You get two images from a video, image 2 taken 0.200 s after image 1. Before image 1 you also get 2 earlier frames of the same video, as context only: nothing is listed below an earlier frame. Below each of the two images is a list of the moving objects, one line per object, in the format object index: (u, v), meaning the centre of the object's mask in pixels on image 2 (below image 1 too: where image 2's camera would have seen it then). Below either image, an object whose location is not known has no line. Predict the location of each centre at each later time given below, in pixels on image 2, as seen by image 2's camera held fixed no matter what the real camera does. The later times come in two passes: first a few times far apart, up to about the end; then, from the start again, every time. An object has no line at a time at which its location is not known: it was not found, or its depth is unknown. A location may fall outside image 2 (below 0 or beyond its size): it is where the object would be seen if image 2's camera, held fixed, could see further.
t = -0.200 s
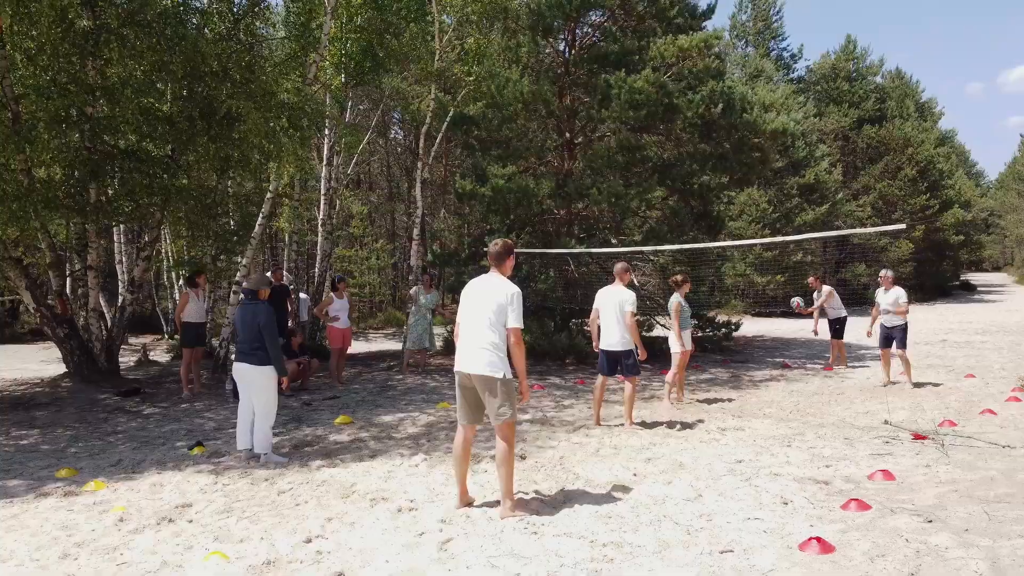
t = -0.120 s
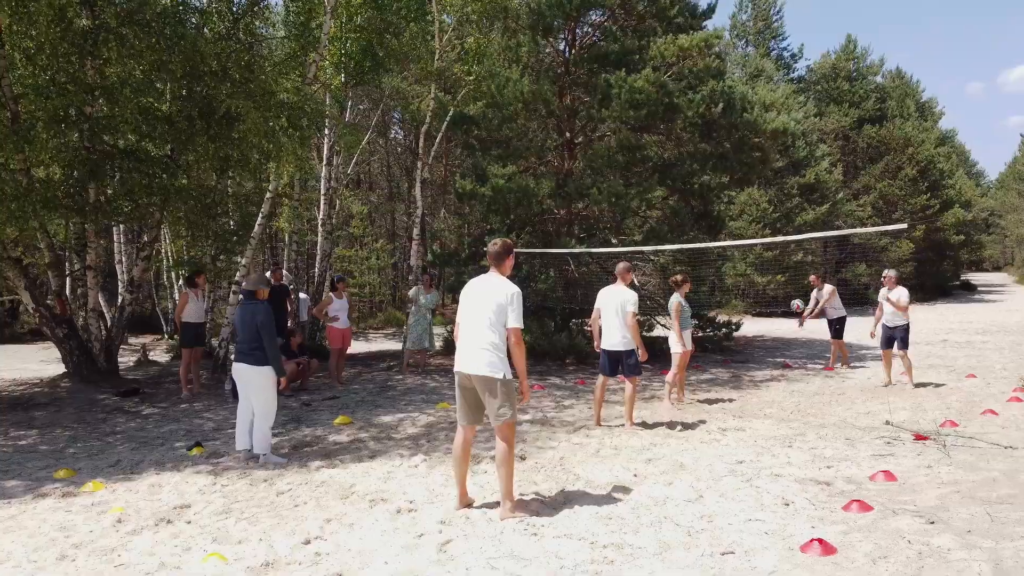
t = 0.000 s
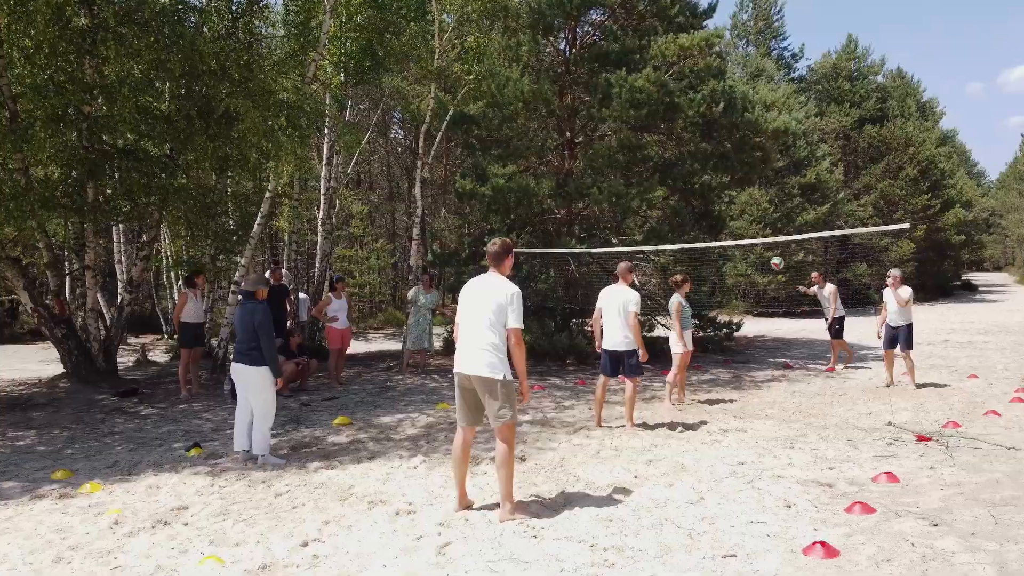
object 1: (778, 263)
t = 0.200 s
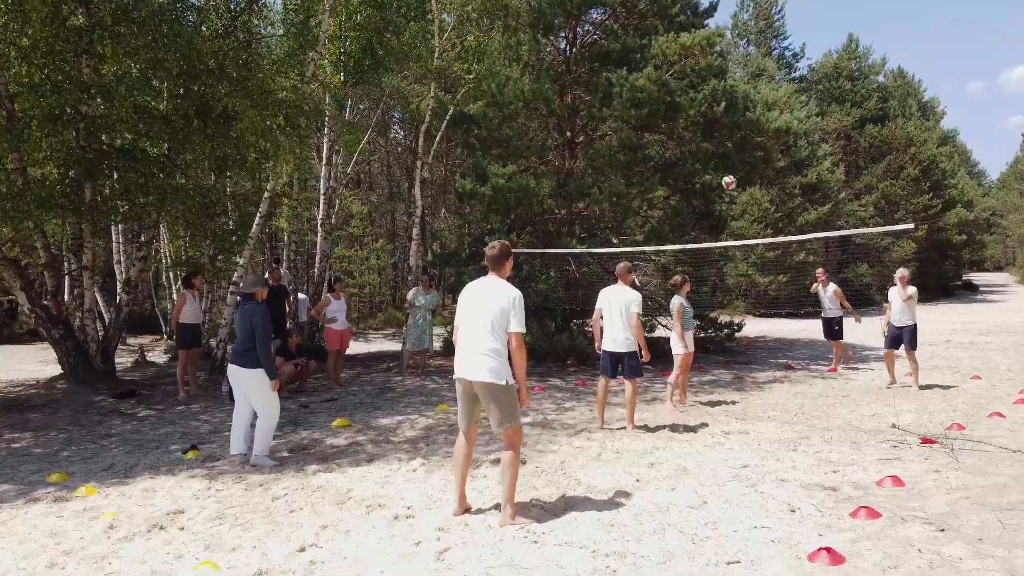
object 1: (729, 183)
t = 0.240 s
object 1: (719, 169)
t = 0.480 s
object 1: (654, 107)
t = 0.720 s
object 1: (584, 81)
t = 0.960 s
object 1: (507, 99)
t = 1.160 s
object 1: (438, 153)
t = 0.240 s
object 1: (719, 169)
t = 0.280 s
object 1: (708, 156)
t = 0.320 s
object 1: (698, 145)
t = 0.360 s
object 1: (687, 134)
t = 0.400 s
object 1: (676, 124)
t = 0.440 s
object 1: (666, 115)
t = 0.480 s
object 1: (654, 107)
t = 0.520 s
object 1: (643, 100)
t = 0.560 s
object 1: (632, 94)
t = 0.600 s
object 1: (620, 89)
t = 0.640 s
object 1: (608, 86)
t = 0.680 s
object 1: (596, 83)
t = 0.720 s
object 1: (584, 81)
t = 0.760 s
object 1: (572, 81)
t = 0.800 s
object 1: (559, 82)
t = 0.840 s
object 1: (546, 84)
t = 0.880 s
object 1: (534, 88)
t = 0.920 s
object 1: (521, 93)
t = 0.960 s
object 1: (507, 99)
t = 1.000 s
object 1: (494, 107)
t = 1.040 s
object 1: (480, 117)
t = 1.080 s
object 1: (467, 127)
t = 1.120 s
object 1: (453, 139)
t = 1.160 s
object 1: (438, 153)
